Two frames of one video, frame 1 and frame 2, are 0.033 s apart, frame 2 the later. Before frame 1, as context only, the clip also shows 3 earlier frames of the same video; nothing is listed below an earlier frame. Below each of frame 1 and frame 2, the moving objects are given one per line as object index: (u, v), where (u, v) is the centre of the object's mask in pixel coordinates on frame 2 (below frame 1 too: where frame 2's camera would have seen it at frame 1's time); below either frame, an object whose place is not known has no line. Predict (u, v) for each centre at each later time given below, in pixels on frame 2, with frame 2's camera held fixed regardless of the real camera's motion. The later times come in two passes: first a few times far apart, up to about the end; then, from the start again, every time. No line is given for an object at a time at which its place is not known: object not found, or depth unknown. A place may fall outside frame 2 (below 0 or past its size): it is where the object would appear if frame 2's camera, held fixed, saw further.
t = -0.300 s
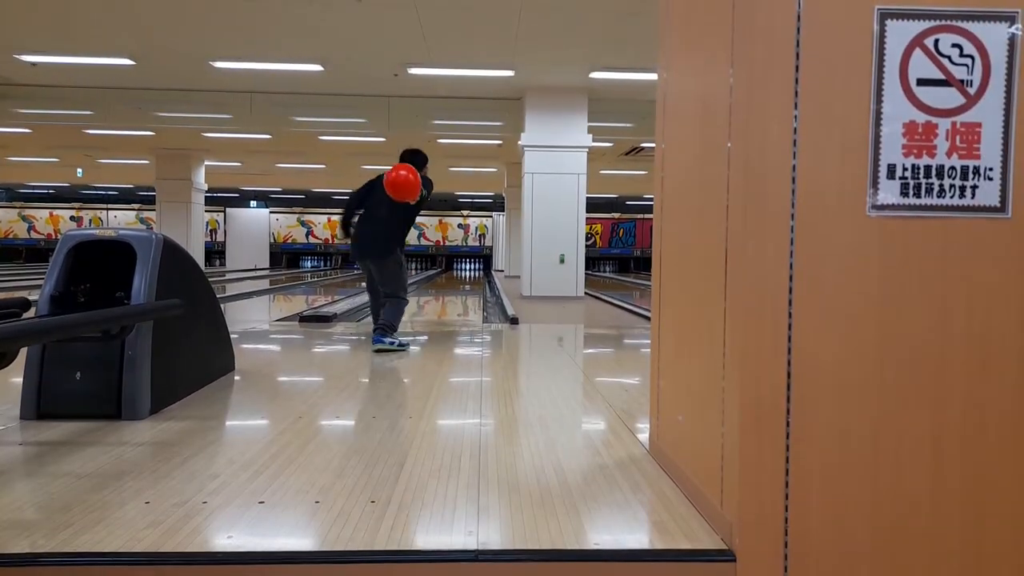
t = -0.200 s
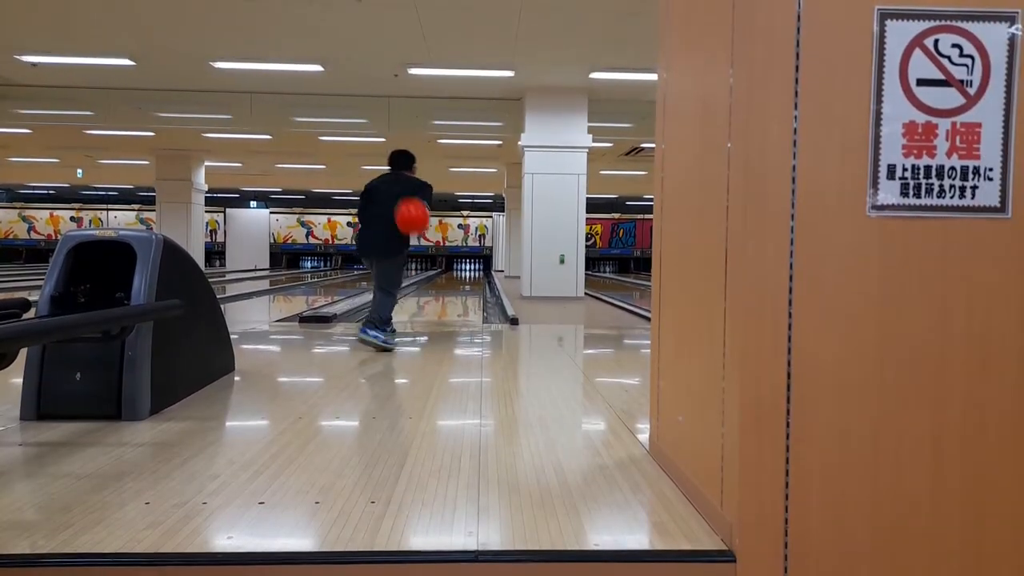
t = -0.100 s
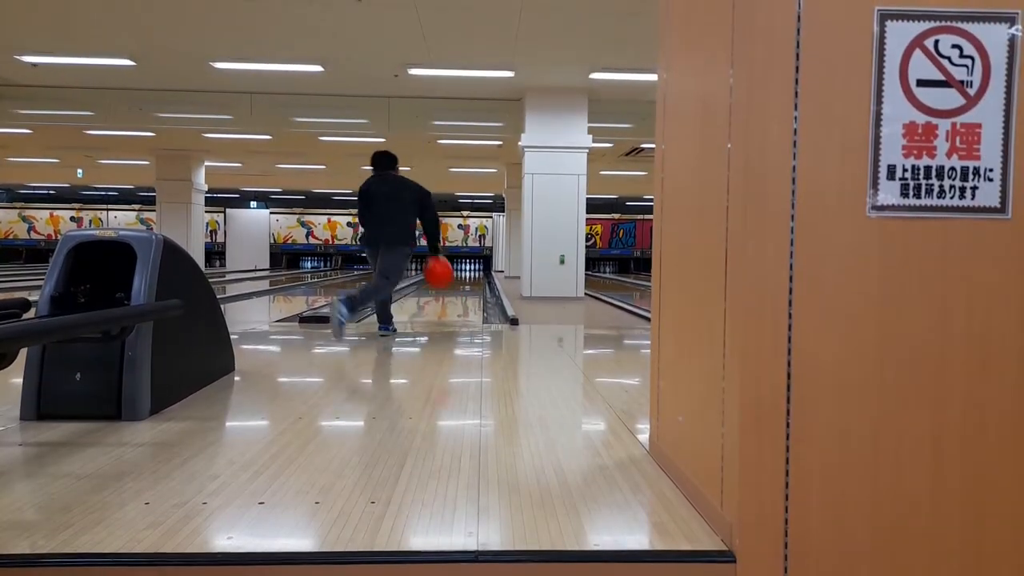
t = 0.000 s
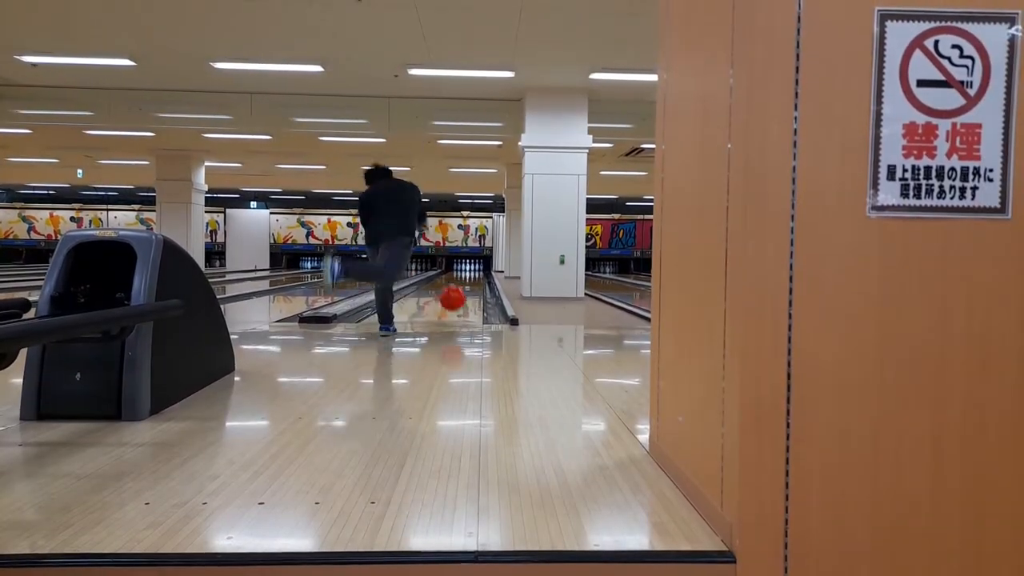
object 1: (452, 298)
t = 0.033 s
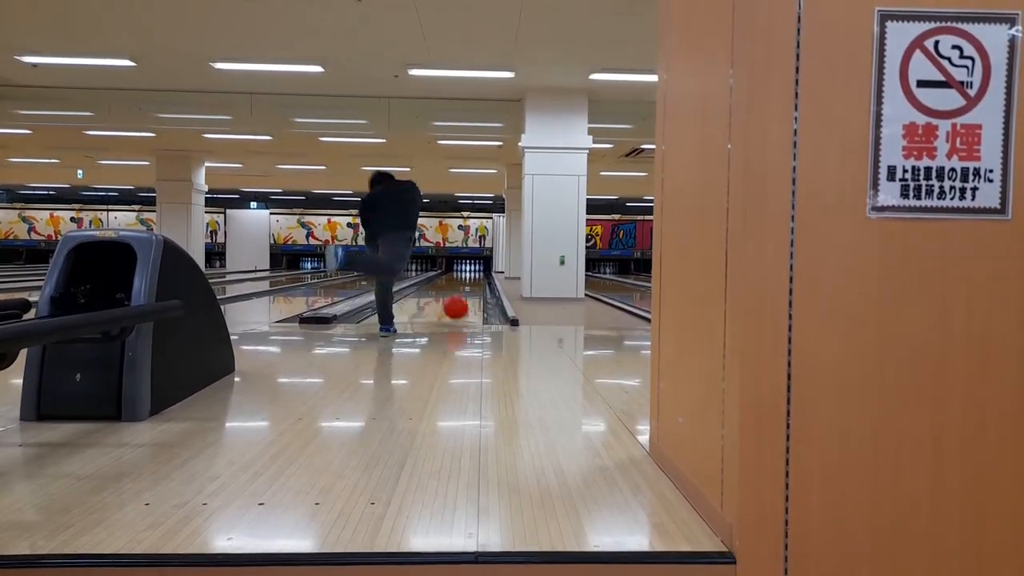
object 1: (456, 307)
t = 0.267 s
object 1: (472, 298)
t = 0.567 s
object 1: (485, 288)
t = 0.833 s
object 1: (488, 284)
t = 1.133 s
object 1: (488, 280)
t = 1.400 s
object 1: (488, 278)
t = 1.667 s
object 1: (488, 276)
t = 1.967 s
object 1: (488, 274)
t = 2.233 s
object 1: (487, 273)
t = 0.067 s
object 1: (459, 308)
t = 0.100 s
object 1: (461, 303)
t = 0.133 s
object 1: (464, 301)
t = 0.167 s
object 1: (466, 300)
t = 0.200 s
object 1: (468, 300)
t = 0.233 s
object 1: (470, 299)
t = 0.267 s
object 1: (472, 298)
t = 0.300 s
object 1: (474, 296)
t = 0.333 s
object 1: (476, 295)
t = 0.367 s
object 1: (478, 294)
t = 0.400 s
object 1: (479, 293)
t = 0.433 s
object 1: (480, 292)
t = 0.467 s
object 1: (482, 291)
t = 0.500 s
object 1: (483, 289)
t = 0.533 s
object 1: (484, 288)
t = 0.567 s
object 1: (485, 288)
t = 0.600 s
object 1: (486, 288)
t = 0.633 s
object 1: (487, 287)
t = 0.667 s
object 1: (489, 288)
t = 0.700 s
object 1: (490, 288)
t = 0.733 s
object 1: (490, 287)
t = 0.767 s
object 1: (489, 286)
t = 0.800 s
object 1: (488, 285)
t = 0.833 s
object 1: (488, 284)
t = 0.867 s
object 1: (488, 284)
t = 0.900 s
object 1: (488, 284)
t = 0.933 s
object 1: (488, 284)
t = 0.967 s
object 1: (488, 283)
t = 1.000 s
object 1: (488, 283)
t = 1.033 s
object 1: (488, 283)
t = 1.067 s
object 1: (488, 283)
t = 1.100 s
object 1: (488, 281)
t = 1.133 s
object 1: (488, 280)
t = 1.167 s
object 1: (489, 280)
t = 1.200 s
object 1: (488, 280)
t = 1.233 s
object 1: (488, 280)
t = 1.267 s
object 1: (488, 280)
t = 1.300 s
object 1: (488, 279)
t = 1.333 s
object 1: (488, 279)
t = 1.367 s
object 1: (488, 278)
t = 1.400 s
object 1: (488, 278)
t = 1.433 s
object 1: (488, 278)
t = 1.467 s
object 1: (488, 278)
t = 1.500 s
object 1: (488, 278)
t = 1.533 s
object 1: (488, 278)
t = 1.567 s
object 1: (488, 277)
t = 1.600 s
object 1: (488, 277)
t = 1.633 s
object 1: (488, 276)
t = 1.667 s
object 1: (488, 276)
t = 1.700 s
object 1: (488, 276)
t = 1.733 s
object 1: (488, 275)
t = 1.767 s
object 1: (488, 275)
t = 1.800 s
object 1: (488, 275)
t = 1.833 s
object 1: (488, 275)
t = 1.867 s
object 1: (488, 275)
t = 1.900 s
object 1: (488, 275)
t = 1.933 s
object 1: (488, 274)
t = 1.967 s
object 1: (488, 274)
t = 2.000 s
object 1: (488, 273)
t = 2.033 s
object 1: (488, 273)
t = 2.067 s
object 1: (488, 273)
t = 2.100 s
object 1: (487, 273)
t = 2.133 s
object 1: (488, 273)
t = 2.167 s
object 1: (488, 273)
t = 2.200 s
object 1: (487, 273)
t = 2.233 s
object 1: (487, 273)
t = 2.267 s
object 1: (487, 272)
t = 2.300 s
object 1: (487, 272)
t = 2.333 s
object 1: (487, 272)
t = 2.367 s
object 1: (487, 272)
